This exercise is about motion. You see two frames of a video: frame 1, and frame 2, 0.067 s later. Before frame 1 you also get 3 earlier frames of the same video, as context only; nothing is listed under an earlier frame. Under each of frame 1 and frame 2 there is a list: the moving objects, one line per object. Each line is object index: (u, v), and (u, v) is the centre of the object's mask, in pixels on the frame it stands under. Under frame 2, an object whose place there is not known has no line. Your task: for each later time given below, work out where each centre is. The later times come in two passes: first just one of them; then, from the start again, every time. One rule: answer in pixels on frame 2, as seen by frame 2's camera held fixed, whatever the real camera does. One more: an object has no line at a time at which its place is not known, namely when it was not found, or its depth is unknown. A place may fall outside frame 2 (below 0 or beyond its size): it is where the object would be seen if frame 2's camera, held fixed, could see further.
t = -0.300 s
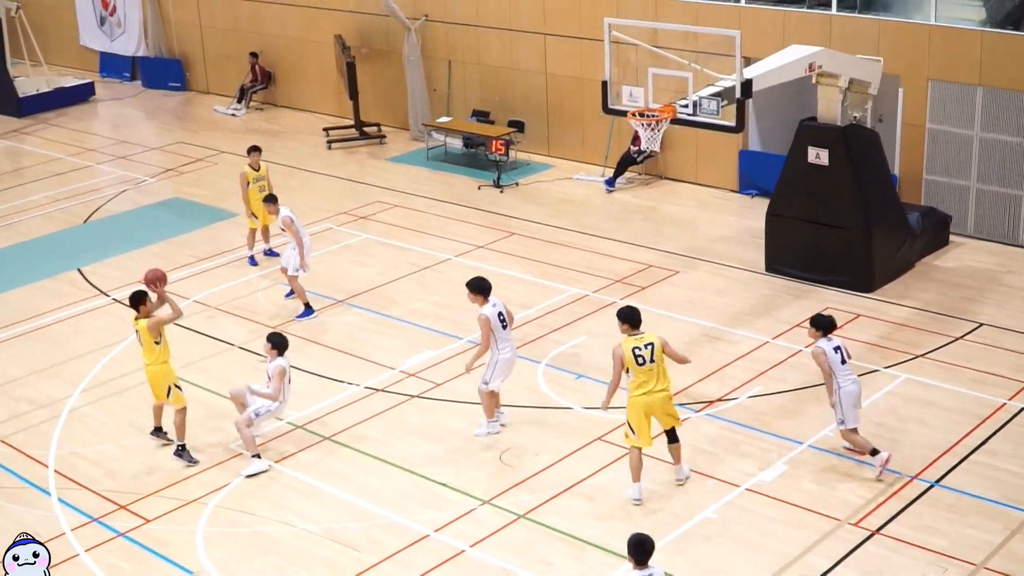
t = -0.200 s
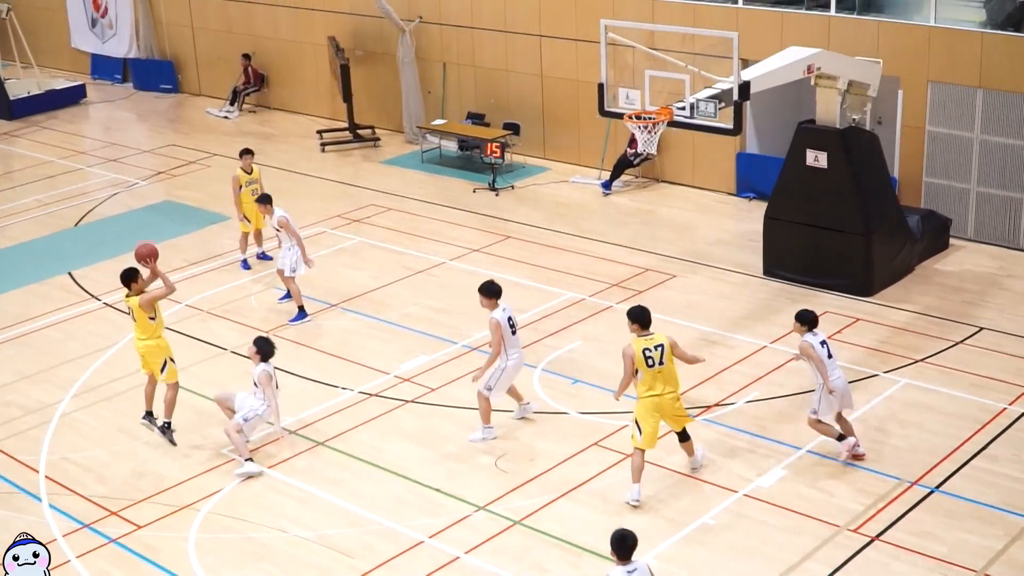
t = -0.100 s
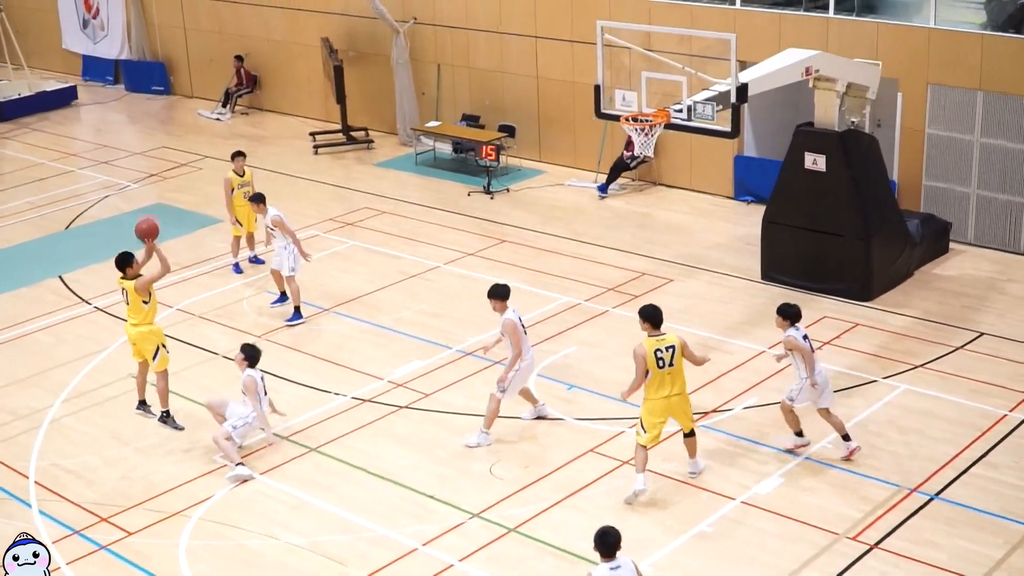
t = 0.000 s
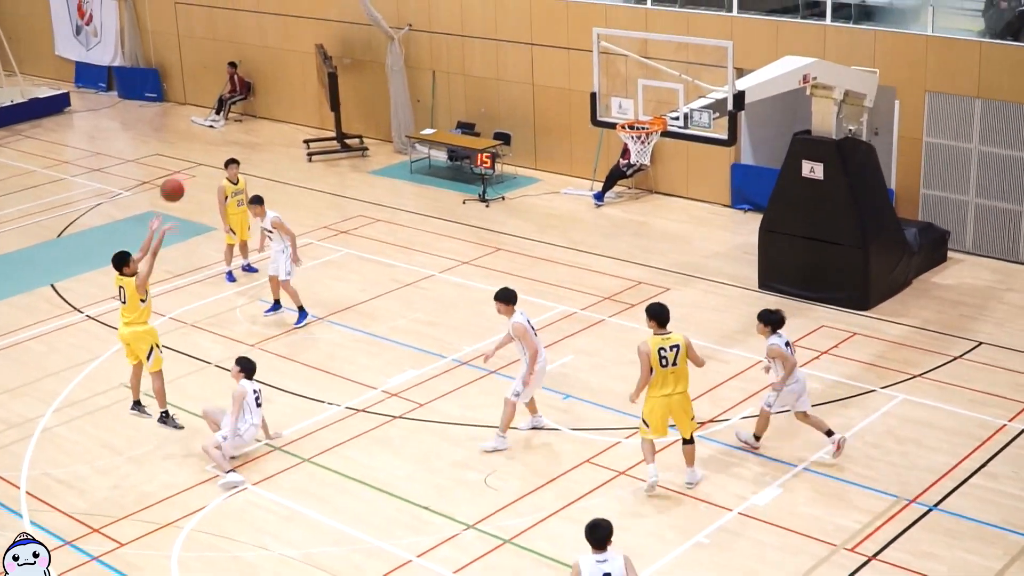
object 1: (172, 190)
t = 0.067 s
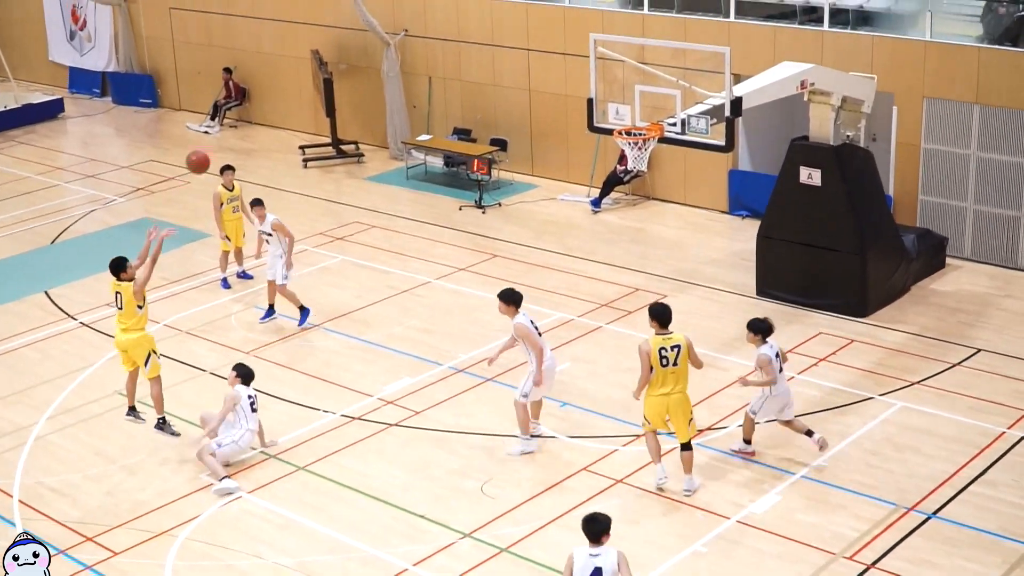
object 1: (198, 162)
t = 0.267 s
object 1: (291, 84)
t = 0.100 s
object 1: (213, 146)
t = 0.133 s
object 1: (229, 133)
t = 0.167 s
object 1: (245, 119)
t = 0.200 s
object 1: (261, 106)
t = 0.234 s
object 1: (276, 95)
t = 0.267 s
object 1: (291, 84)
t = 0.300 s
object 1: (307, 74)
